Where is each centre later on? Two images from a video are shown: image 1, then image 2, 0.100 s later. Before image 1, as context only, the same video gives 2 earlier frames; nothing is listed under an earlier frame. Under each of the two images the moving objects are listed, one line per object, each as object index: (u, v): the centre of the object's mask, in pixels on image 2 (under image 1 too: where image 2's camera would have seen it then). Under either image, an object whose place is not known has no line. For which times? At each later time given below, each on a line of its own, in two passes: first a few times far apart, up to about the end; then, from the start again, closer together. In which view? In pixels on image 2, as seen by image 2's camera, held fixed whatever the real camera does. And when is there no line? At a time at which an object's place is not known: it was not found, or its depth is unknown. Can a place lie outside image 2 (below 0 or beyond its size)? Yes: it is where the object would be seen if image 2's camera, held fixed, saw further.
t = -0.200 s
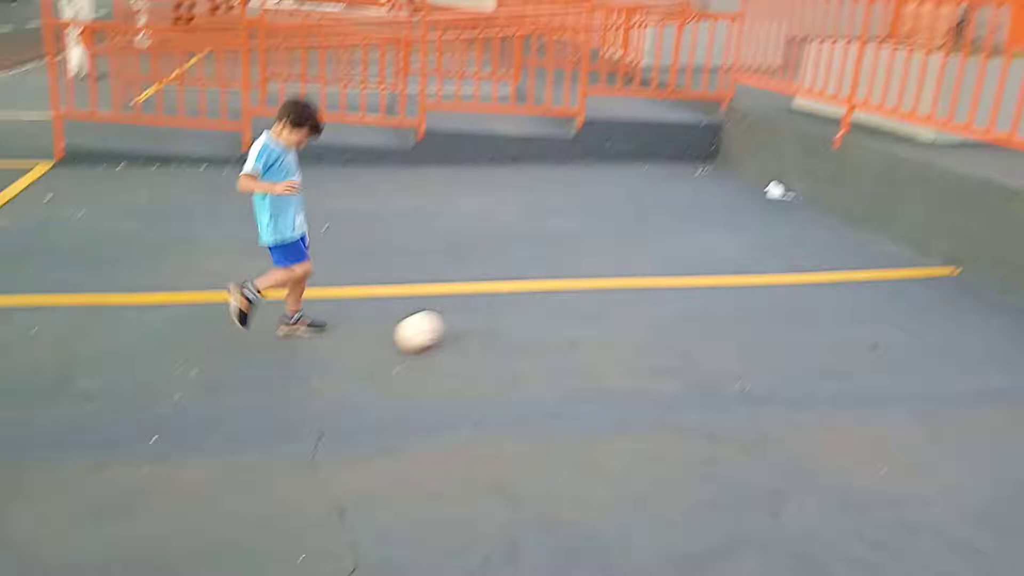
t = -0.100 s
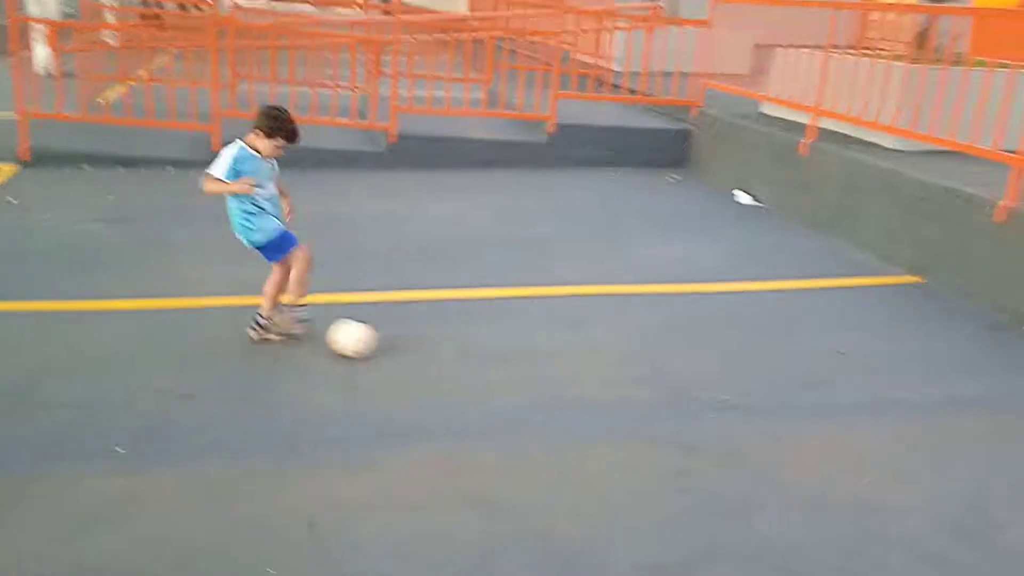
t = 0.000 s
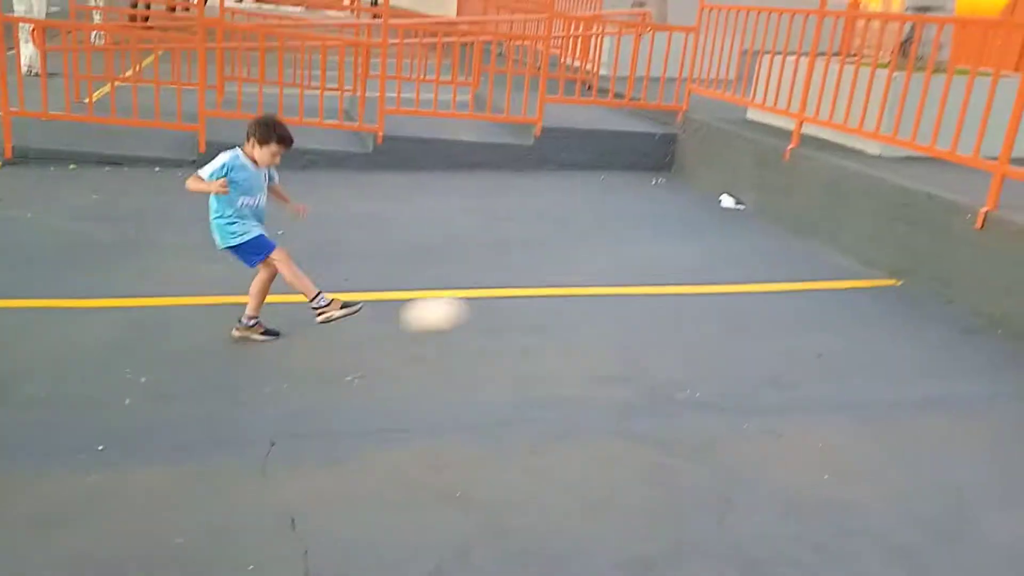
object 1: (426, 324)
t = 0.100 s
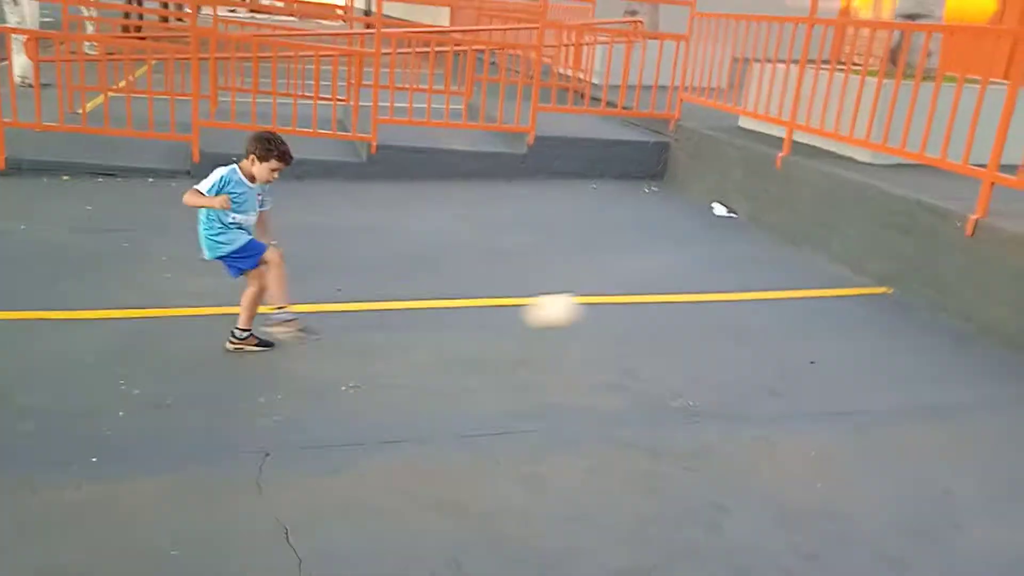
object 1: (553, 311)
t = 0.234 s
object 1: (705, 324)
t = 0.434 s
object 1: (893, 330)
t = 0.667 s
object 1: (1011, 343)
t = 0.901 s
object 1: (937, 357)
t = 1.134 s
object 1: (866, 367)
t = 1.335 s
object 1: (815, 379)
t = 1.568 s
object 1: (762, 384)
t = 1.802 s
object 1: (705, 393)
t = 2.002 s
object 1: (649, 398)
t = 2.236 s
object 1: (580, 404)
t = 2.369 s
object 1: (536, 407)
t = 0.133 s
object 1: (591, 311)
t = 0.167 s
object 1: (630, 313)
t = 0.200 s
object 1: (668, 317)
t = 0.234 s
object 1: (705, 324)
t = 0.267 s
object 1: (741, 332)
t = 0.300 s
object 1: (775, 342)
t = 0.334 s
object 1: (808, 347)
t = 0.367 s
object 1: (837, 340)
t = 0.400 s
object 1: (865, 333)
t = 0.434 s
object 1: (893, 330)
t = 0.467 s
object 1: (920, 328)
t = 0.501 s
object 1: (946, 329)
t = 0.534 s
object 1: (970, 332)
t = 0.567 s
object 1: (994, 337)
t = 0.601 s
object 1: (1009, 342)
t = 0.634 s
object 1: (1017, 346)
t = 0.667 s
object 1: (1011, 343)
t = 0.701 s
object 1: (1006, 341)
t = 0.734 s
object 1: (998, 342)
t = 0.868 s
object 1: (947, 360)
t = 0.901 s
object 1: (937, 357)
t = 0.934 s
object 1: (928, 356)
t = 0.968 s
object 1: (917, 357)
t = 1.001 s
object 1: (906, 361)
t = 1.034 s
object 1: (894, 366)
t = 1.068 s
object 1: (884, 368)
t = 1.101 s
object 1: (875, 366)
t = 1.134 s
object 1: (866, 367)
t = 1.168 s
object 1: (856, 370)
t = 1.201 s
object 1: (847, 374)
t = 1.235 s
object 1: (839, 374)
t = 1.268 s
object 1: (831, 374)
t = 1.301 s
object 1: (822, 376)
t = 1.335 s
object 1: (815, 379)
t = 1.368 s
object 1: (808, 378)
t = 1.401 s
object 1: (801, 380)
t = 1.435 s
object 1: (793, 381)
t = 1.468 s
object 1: (786, 381)
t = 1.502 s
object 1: (778, 383)
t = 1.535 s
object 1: (771, 384)
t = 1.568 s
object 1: (762, 384)
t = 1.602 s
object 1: (754, 387)
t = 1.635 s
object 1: (746, 387)
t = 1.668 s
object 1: (738, 388)
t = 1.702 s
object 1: (730, 390)
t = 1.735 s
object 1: (722, 391)
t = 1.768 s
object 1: (714, 392)
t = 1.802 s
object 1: (705, 393)
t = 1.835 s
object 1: (697, 394)
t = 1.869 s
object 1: (688, 395)
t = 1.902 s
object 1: (678, 396)
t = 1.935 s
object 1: (668, 396)
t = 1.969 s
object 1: (659, 397)
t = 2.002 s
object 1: (649, 398)
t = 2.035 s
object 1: (640, 398)
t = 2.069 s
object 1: (630, 399)
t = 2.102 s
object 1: (620, 401)
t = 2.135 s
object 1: (610, 401)
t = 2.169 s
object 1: (601, 402)
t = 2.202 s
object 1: (590, 403)
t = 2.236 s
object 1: (580, 404)
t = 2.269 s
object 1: (569, 405)
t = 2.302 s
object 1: (559, 406)
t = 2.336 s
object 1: (548, 407)
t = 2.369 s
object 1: (536, 407)
